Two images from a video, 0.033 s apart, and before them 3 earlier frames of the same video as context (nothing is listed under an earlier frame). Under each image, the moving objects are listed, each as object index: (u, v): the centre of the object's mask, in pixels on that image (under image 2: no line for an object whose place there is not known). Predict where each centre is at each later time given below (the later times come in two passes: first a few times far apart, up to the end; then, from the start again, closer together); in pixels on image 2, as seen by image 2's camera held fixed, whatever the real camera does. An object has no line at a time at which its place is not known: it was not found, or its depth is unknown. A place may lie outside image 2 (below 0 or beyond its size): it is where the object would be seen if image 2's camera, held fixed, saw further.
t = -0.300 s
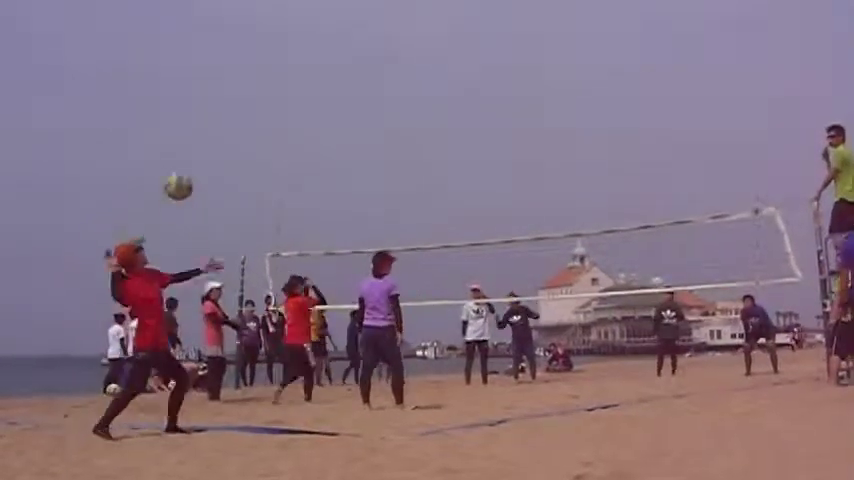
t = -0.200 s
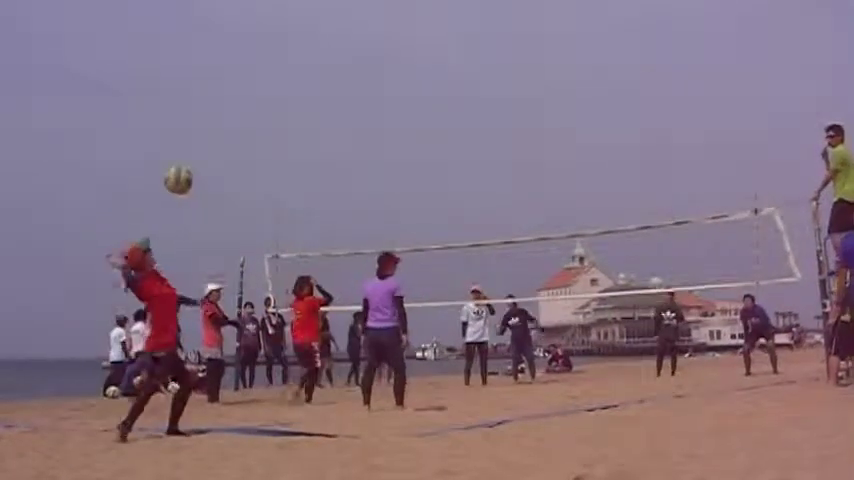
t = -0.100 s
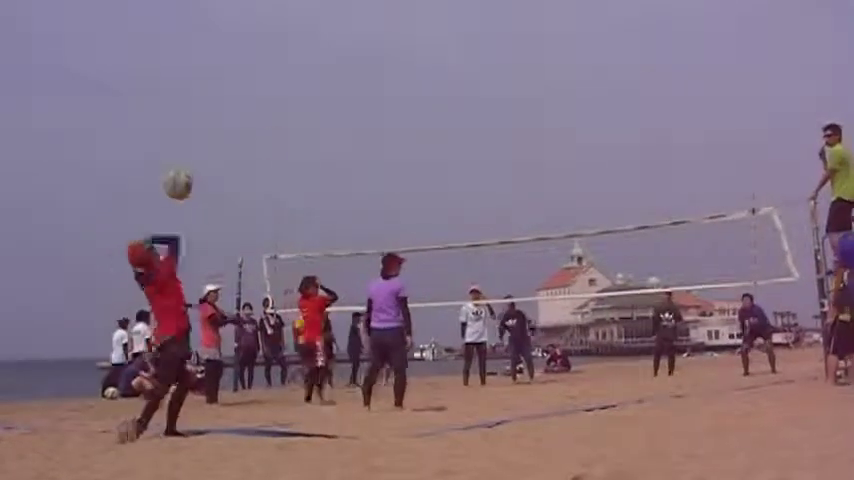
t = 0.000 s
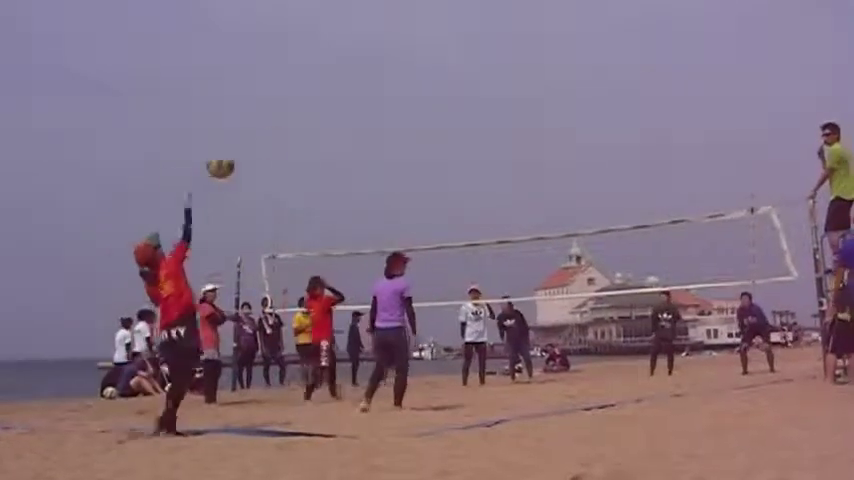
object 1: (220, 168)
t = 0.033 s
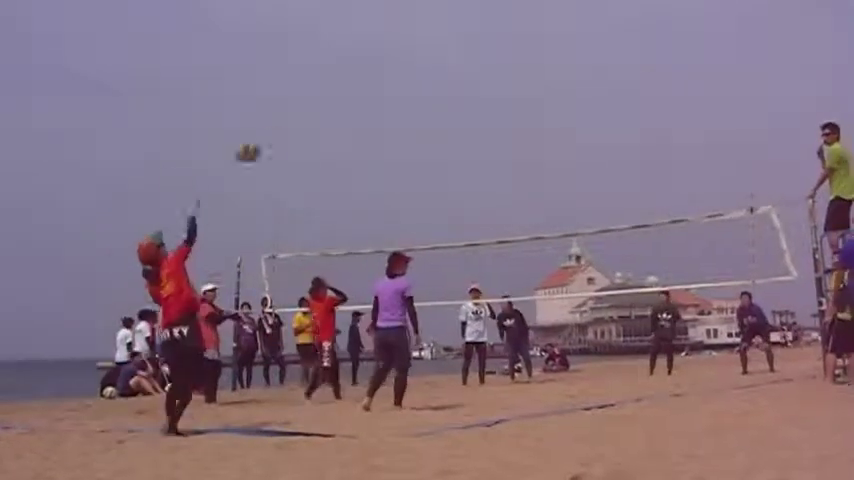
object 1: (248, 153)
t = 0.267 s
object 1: (388, 99)
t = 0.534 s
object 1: (496, 115)
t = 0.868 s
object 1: (590, 183)
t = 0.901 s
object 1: (600, 196)
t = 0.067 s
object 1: (271, 138)
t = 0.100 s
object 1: (294, 127)
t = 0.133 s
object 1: (315, 118)
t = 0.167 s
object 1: (335, 111)
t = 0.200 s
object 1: (355, 108)
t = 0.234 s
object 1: (373, 104)
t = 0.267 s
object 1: (388, 99)
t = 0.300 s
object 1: (404, 98)
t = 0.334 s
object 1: (419, 98)
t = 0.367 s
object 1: (433, 97)
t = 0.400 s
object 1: (447, 102)
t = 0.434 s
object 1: (460, 103)
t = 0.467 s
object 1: (472, 106)
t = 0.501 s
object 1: (484, 109)
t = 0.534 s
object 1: (496, 115)
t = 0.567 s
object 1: (507, 117)
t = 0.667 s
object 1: (537, 135)
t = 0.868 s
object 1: (590, 183)
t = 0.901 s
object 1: (600, 196)
